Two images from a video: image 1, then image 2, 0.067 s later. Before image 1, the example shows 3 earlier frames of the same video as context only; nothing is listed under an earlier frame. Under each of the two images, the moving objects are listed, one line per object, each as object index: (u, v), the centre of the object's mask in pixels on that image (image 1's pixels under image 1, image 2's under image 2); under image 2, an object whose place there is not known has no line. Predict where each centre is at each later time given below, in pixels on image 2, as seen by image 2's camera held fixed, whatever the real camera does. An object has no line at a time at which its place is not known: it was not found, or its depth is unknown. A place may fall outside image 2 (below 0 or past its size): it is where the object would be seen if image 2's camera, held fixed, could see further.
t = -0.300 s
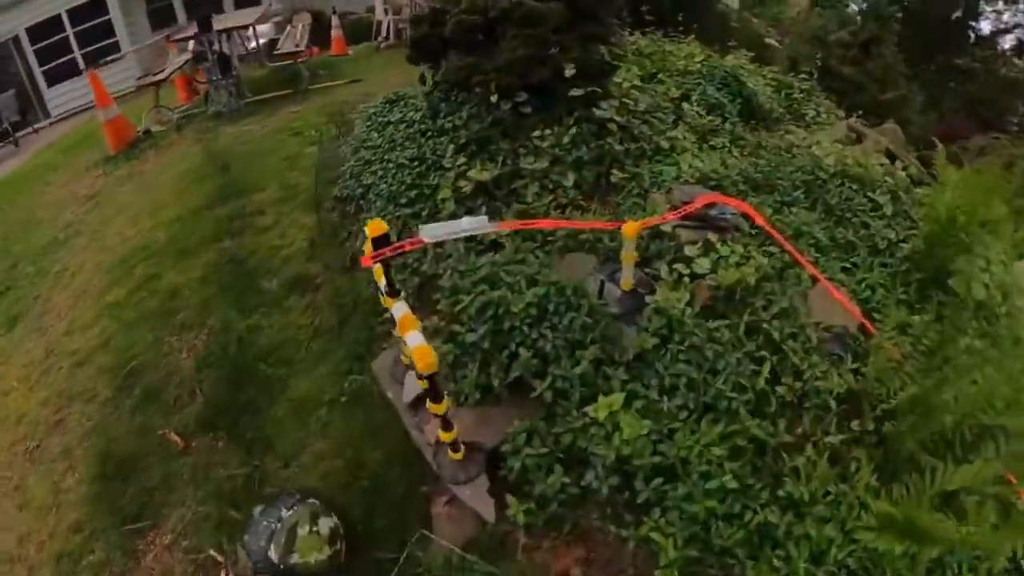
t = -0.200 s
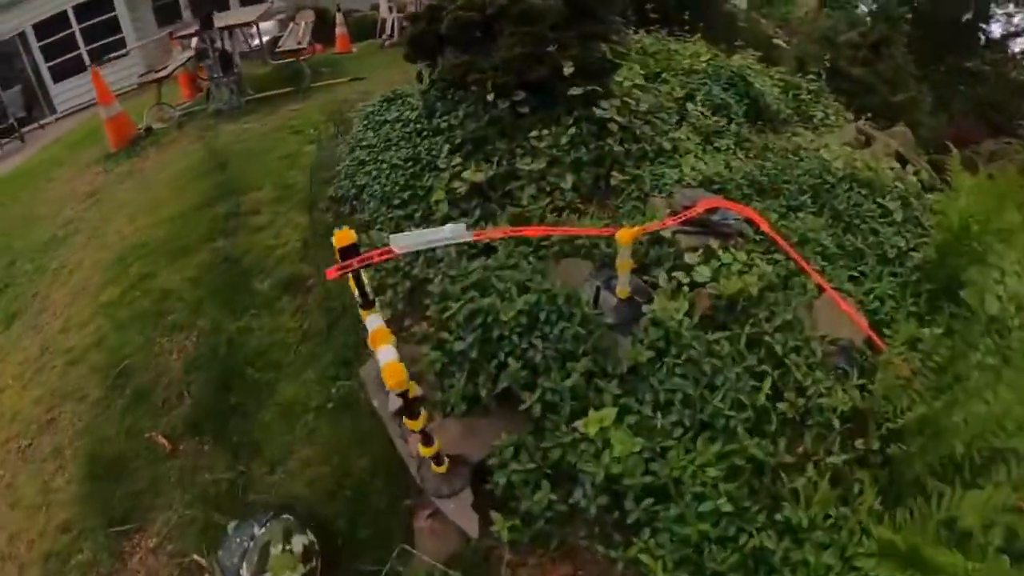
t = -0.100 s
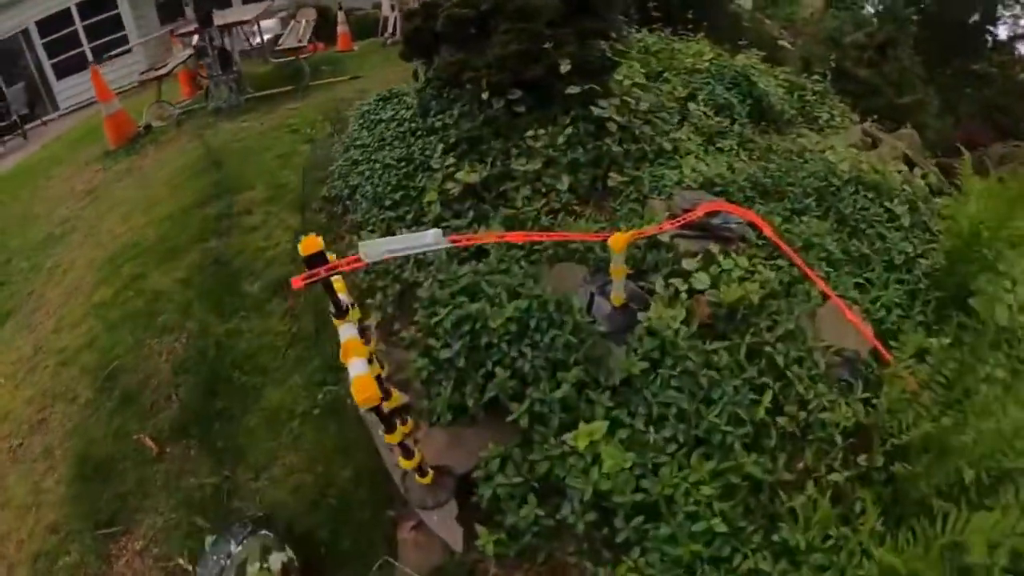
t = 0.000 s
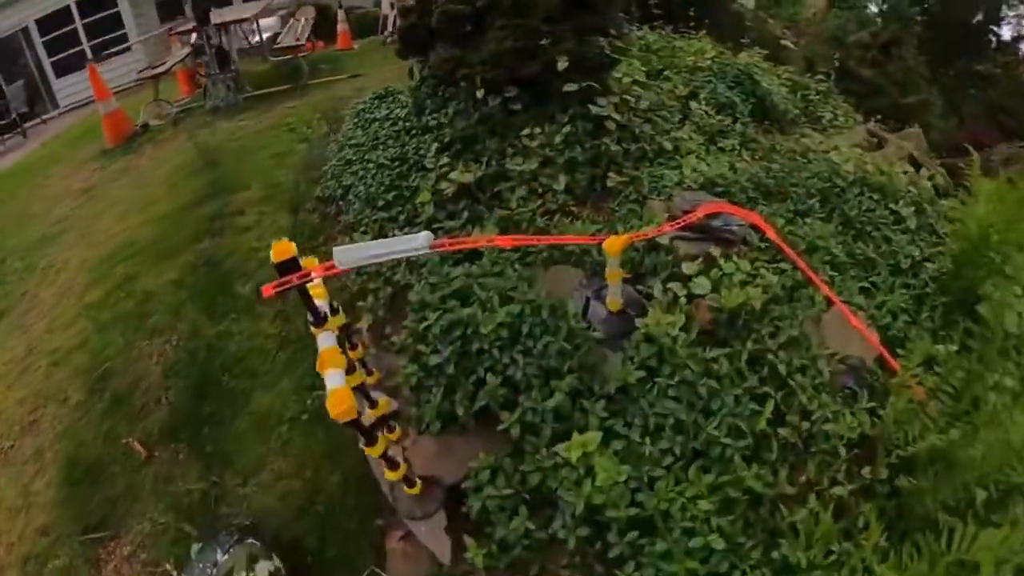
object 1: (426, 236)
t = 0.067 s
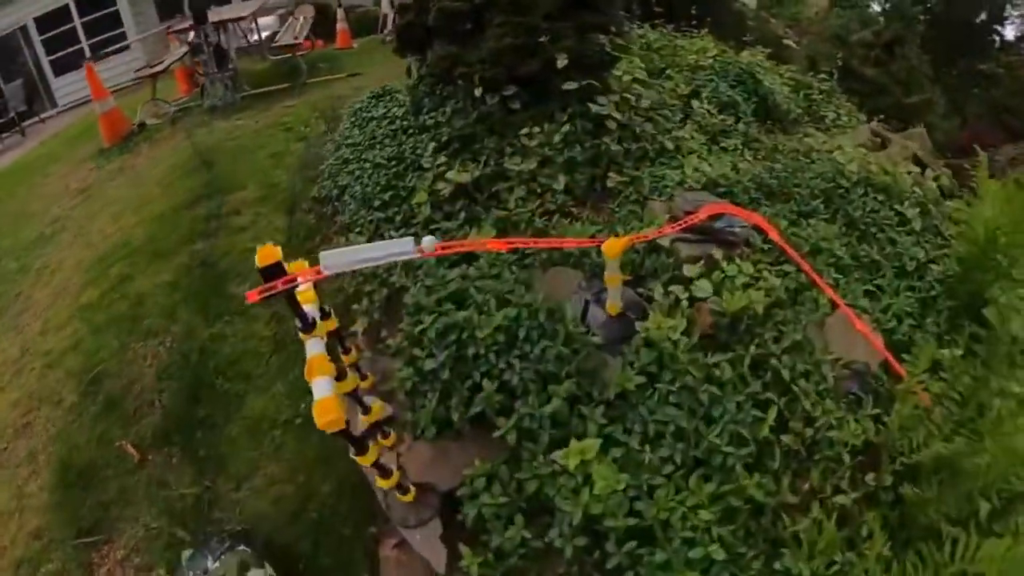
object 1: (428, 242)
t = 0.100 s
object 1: (436, 243)
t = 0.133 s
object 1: (445, 242)
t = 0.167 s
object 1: (454, 241)
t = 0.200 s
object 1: (465, 241)
